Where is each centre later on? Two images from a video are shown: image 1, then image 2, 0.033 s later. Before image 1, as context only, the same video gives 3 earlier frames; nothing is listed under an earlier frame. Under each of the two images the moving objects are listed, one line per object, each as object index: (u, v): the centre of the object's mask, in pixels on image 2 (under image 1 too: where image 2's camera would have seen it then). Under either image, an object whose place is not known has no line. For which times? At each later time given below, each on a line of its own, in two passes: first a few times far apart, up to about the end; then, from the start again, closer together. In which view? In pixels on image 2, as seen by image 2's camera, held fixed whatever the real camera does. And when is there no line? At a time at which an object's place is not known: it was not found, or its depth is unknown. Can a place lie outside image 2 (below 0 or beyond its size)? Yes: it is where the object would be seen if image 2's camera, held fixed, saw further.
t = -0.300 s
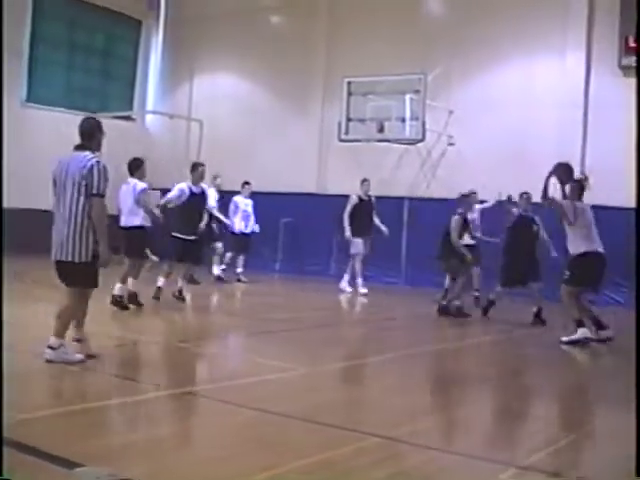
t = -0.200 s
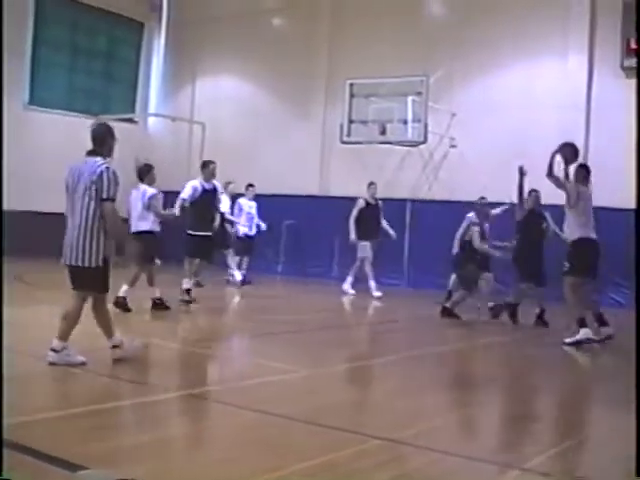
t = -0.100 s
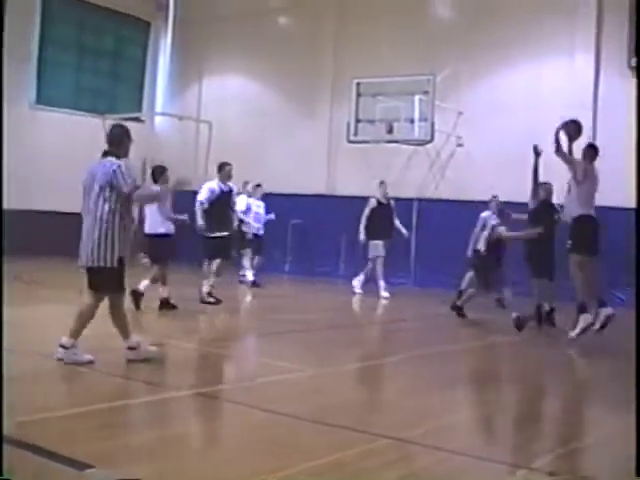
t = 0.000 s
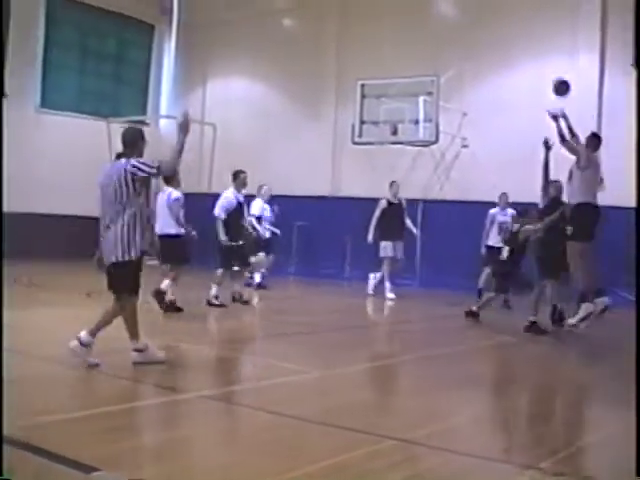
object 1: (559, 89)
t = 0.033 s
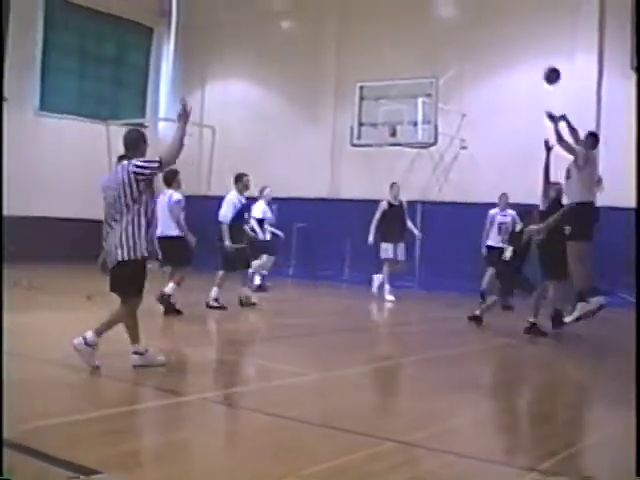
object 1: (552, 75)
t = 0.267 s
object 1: (503, 17)
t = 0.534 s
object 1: (461, 4)
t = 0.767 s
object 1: (424, 31)
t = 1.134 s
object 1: (376, 121)
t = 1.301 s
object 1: (411, 112)
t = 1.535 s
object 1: (468, 119)
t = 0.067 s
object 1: (544, 63)
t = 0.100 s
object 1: (537, 53)
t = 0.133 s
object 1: (530, 43)
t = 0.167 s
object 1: (523, 35)
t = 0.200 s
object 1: (517, 27)
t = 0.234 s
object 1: (510, 21)
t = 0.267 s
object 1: (503, 17)
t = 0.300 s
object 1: (498, 12)
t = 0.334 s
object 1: (492, 8)
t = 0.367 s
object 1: (487, 6)
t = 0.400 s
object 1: (481, 4)
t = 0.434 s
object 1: (477, 3)
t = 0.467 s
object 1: (471, 3)
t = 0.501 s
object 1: (466, 3)
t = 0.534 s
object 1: (461, 4)
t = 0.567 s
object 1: (455, 6)
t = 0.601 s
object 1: (449, 9)
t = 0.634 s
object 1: (444, 12)
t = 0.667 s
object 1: (439, 16)
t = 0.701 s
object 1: (435, 21)
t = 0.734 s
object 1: (429, 25)
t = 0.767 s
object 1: (424, 31)
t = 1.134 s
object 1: (376, 121)
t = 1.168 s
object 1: (379, 121)
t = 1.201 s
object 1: (387, 119)
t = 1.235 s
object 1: (395, 116)
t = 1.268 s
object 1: (403, 114)
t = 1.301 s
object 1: (411, 112)
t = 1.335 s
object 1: (419, 111)
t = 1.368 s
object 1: (427, 111)
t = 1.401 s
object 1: (436, 111)
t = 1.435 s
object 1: (444, 112)
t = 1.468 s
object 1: (452, 114)
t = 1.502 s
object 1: (460, 116)
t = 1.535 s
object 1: (468, 119)
